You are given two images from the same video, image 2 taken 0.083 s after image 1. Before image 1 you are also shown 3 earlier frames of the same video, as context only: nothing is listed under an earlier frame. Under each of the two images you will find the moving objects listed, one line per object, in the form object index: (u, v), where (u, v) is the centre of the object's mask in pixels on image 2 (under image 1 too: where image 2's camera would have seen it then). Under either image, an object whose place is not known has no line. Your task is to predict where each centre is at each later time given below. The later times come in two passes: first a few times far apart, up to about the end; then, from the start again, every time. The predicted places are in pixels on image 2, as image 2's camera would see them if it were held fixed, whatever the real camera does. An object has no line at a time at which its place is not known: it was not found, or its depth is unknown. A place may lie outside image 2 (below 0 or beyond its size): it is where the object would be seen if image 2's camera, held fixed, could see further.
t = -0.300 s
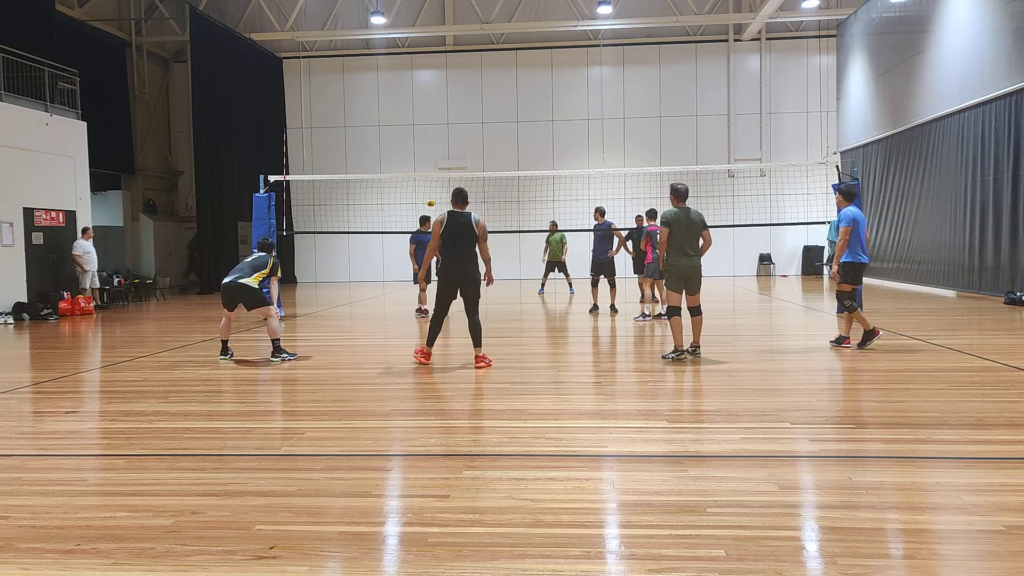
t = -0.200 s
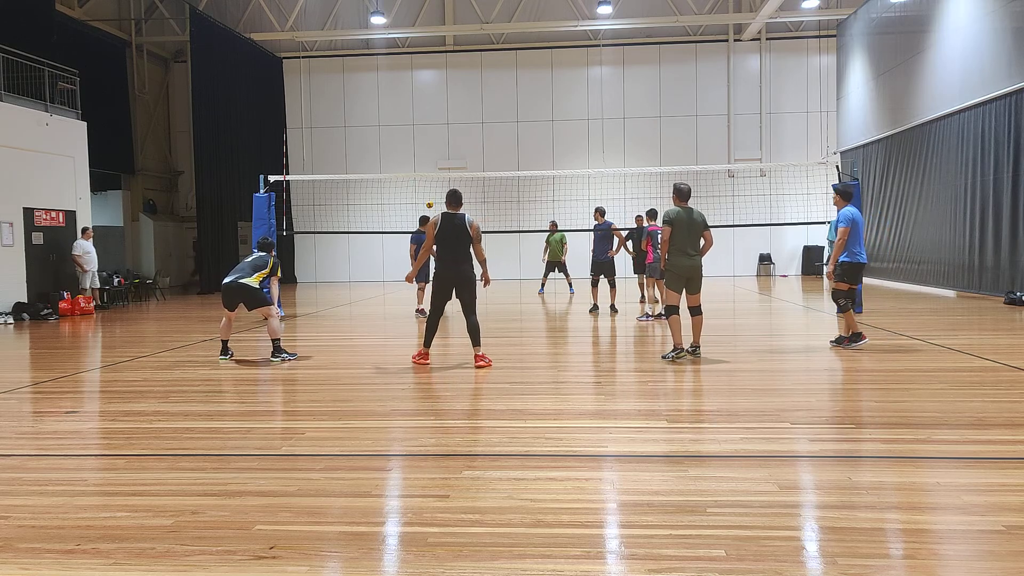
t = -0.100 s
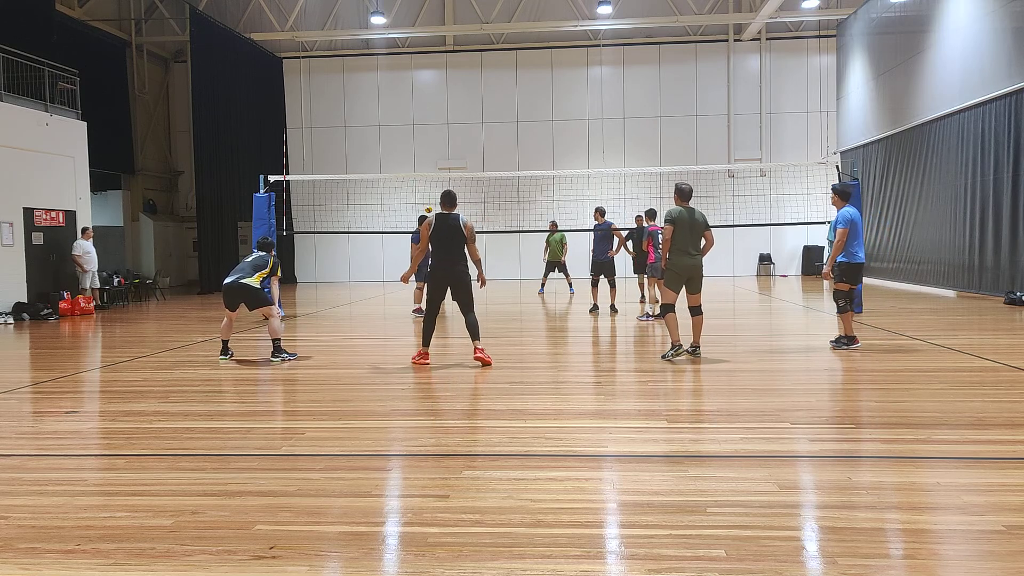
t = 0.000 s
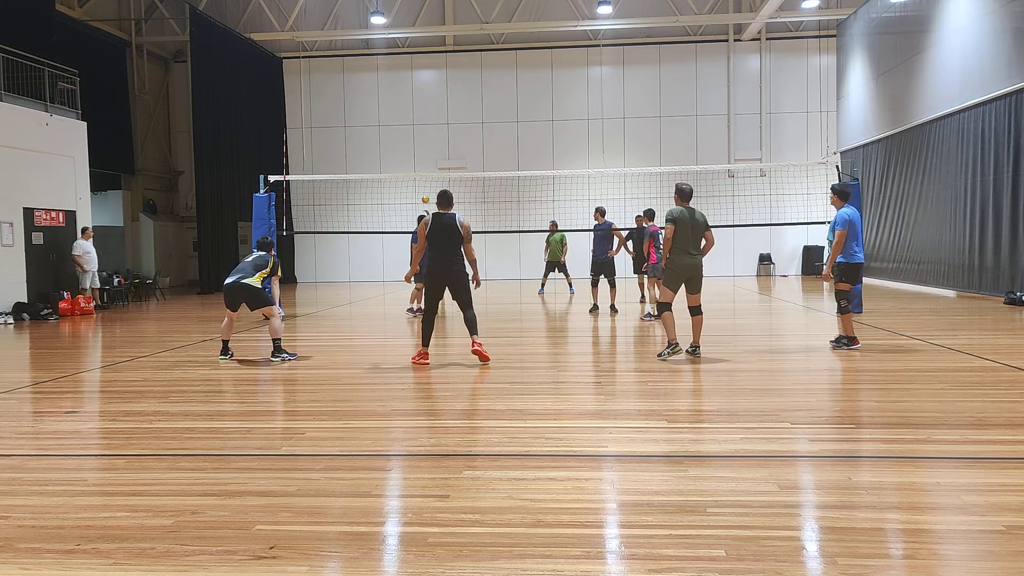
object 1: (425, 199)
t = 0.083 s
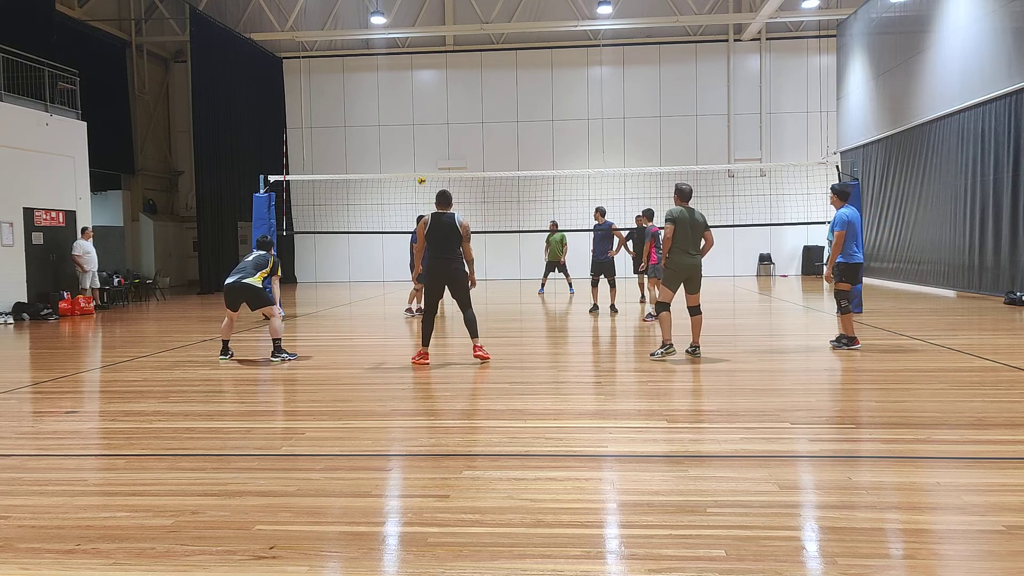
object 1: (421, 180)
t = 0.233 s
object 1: (415, 150)
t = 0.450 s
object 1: (407, 120)
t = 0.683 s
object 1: (400, 112)
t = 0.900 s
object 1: (397, 142)
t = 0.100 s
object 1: (421, 179)
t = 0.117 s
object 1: (420, 171)
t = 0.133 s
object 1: (419, 169)
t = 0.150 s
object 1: (418, 166)
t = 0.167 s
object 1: (418, 163)
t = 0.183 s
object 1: (417, 160)
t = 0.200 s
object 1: (416, 156)
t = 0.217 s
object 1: (415, 153)
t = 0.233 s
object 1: (415, 150)
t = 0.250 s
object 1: (414, 147)
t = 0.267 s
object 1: (413, 145)
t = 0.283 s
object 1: (413, 141)
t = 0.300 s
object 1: (412, 139)
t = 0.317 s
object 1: (411, 136)
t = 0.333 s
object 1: (411, 134)
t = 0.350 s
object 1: (410, 132)
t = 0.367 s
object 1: (410, 129)
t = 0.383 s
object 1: (409, 127)
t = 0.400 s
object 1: (408, 125)
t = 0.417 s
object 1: (408, 123)
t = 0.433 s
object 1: (407, 121)
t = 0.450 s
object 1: (407, 120)
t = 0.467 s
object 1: (406, 118)
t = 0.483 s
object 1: (406, 117)
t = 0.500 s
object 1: (405, 115)
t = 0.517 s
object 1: (404, 114)
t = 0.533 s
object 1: (404, 114)
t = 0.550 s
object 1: (404, 113)
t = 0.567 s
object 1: (403, 112)
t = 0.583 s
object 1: (403, 111)
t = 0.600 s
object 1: (402, 111)
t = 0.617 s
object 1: (402, 111)
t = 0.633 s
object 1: (401, 111)
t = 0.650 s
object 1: (401, 111)
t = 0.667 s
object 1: (401, 111)
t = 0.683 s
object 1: (400, 112)
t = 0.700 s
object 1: (400, 113)
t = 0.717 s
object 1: (400, 114)
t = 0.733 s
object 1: (399, 115)
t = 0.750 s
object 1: (399, 117)
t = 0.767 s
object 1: (399, 118)
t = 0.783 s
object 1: (398, 121)
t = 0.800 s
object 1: (398, 123)
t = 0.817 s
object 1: (398, 125)
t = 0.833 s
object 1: (398, 128)
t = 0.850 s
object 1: (397, 131)
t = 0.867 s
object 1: (397, 135)
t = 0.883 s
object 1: (397, 138)
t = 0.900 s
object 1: (397, 142)
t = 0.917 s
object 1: (397, 147)
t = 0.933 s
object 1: (397, 151)
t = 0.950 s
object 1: (397, 157)
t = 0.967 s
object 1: (396, 162)
